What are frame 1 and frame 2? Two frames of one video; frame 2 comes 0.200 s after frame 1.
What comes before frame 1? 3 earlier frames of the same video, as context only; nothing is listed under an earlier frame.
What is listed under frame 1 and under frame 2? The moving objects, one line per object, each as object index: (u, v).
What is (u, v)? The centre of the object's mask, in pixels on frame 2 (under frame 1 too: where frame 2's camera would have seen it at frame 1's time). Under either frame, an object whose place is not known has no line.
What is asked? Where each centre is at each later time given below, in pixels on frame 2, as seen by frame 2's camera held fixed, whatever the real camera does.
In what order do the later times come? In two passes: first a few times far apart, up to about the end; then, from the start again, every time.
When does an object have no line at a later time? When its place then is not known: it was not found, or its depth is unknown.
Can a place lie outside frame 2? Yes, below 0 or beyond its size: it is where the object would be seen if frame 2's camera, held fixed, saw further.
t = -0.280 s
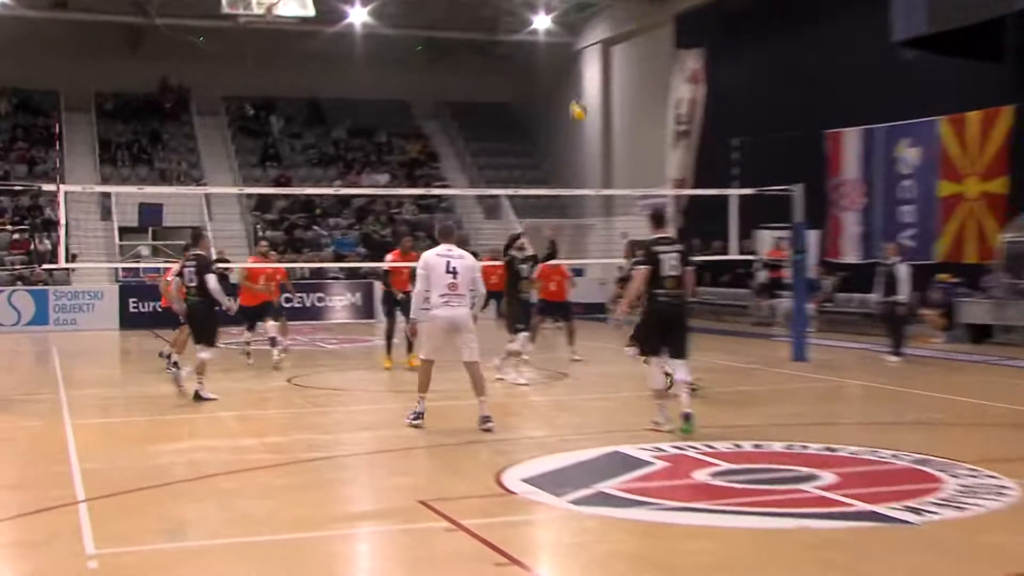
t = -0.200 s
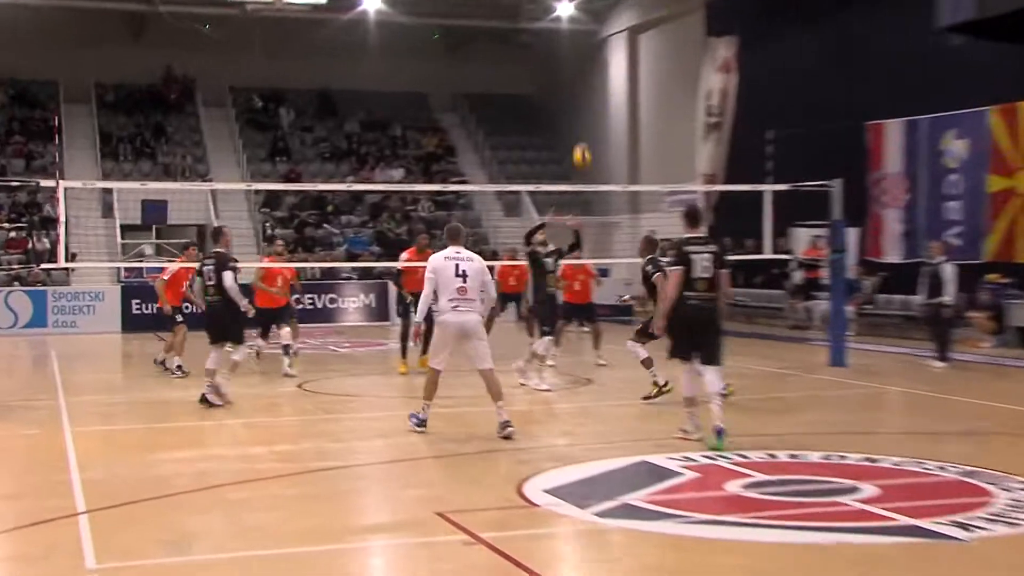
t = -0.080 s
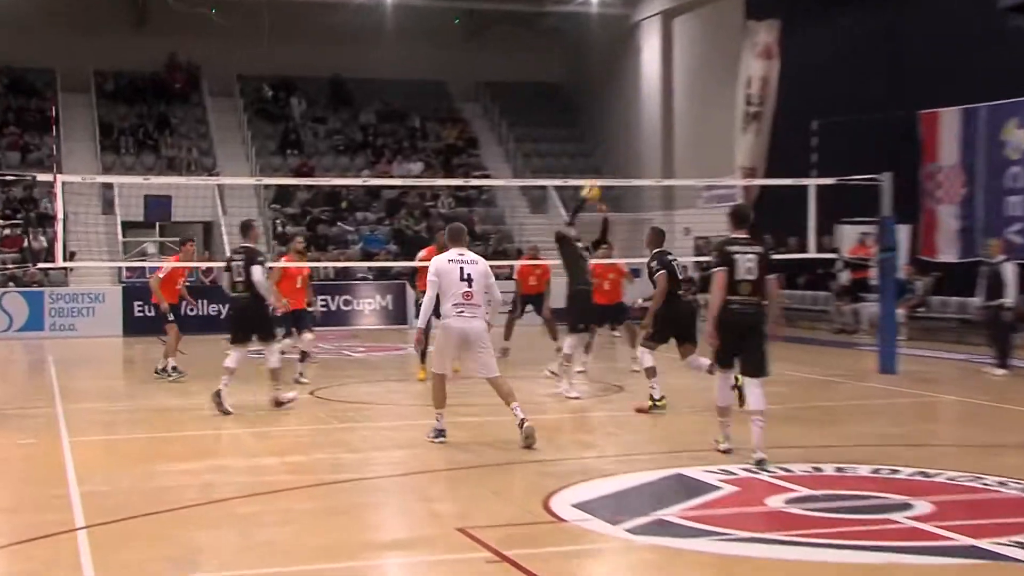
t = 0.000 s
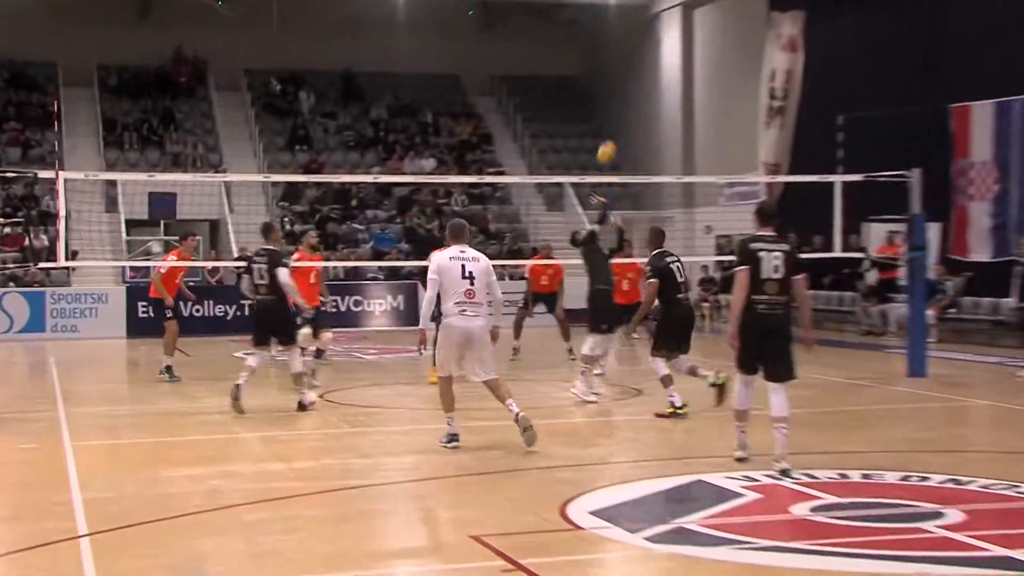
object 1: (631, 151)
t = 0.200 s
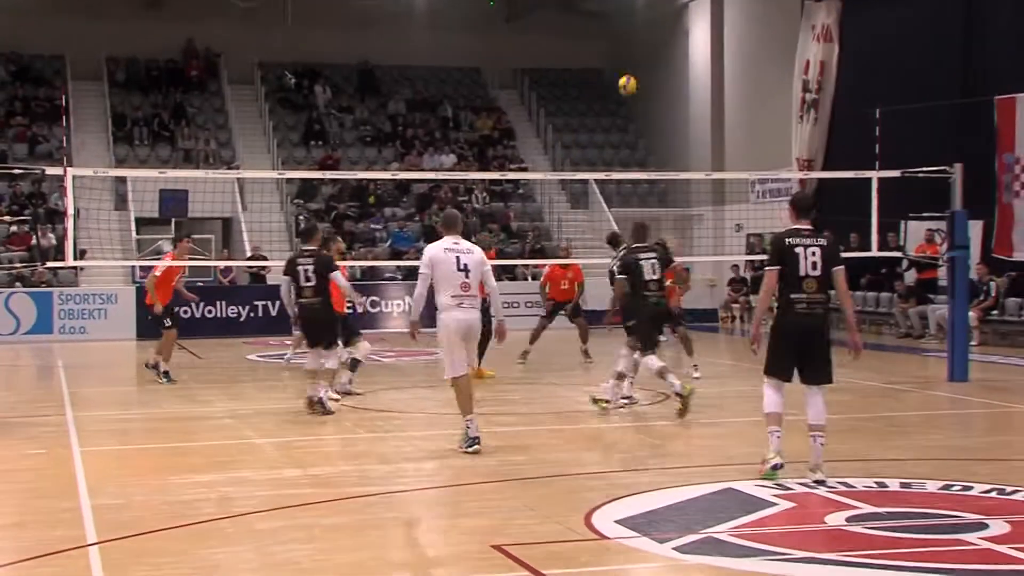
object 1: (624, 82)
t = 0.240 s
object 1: (622, 74)
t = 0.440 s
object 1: (621, 64)
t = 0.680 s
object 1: (621, 91)
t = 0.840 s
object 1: (614, 129)
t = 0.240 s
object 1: (622, 74)
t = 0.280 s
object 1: (624, 69)
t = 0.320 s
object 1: (626, 64)
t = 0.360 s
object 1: (627, 61)
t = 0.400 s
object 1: (622, 65)
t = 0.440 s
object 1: (621, 64)
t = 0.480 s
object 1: (620, 64)
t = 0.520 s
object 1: (619, 68)
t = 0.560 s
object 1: (618, 74)
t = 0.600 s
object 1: (622, 76)
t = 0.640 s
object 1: (622, 83)
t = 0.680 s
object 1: (621, 91)
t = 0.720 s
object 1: (617, 100)
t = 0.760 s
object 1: (616, 110)
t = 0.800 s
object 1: (615, 119)
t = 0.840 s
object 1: (614, 129)
